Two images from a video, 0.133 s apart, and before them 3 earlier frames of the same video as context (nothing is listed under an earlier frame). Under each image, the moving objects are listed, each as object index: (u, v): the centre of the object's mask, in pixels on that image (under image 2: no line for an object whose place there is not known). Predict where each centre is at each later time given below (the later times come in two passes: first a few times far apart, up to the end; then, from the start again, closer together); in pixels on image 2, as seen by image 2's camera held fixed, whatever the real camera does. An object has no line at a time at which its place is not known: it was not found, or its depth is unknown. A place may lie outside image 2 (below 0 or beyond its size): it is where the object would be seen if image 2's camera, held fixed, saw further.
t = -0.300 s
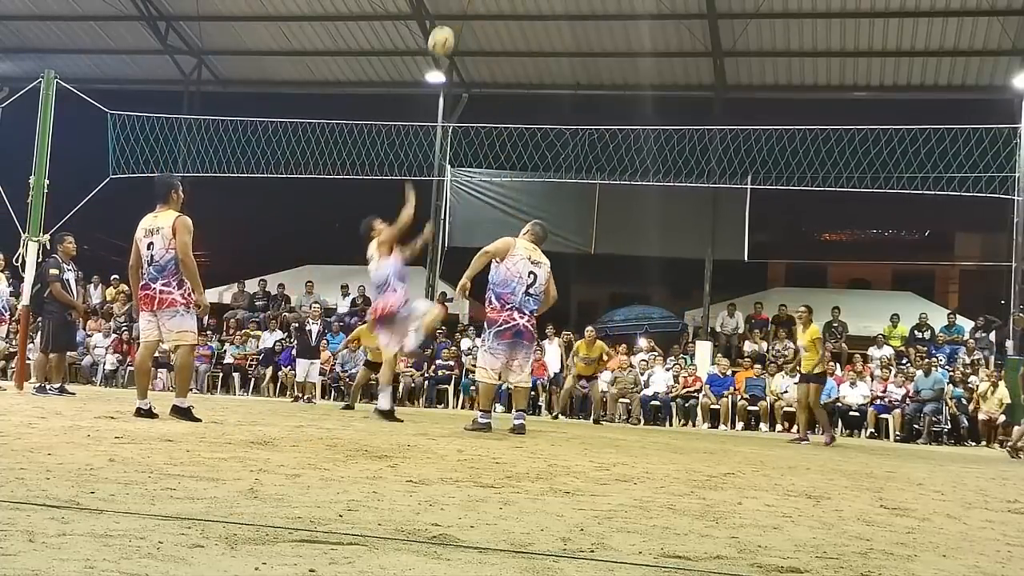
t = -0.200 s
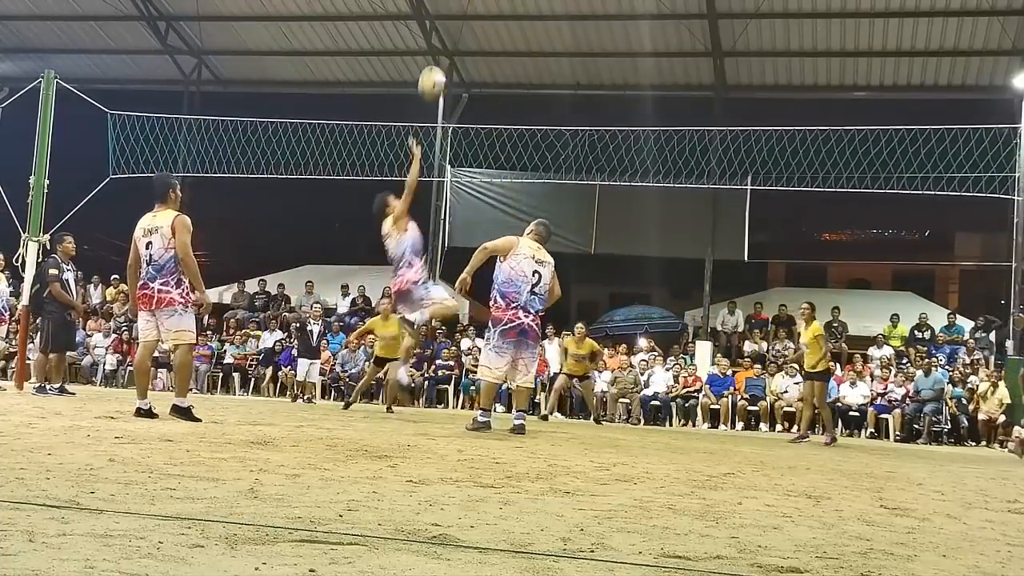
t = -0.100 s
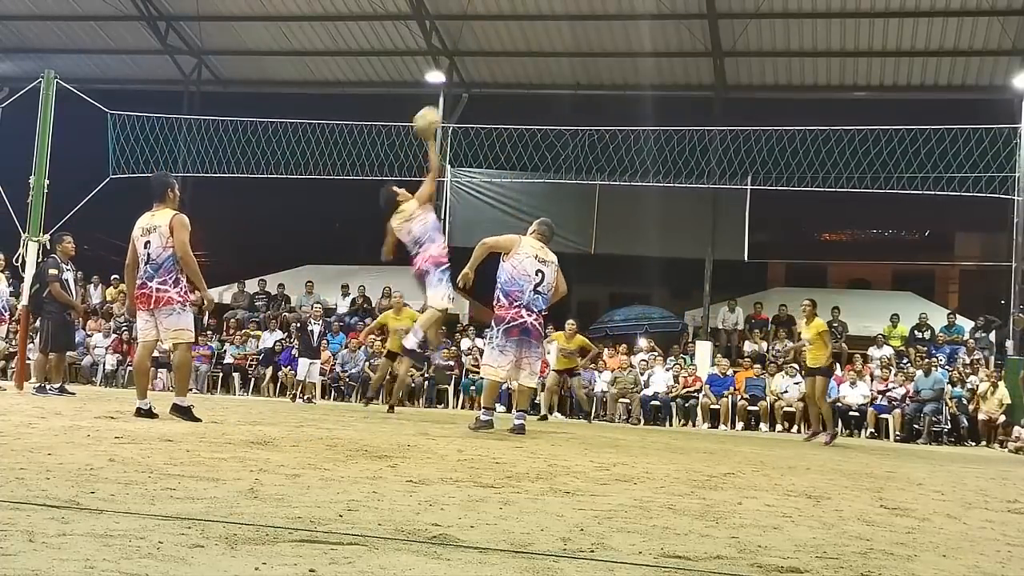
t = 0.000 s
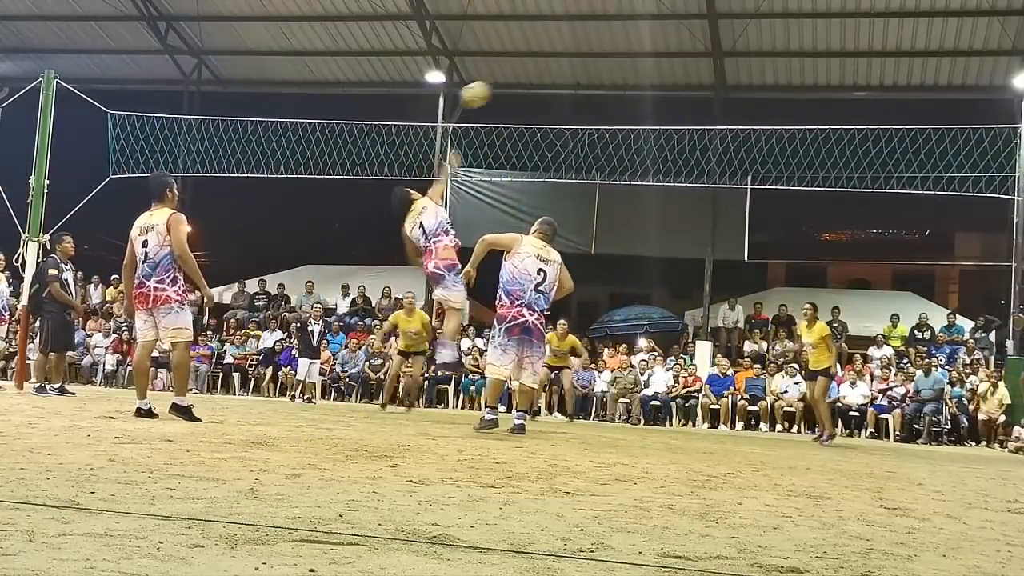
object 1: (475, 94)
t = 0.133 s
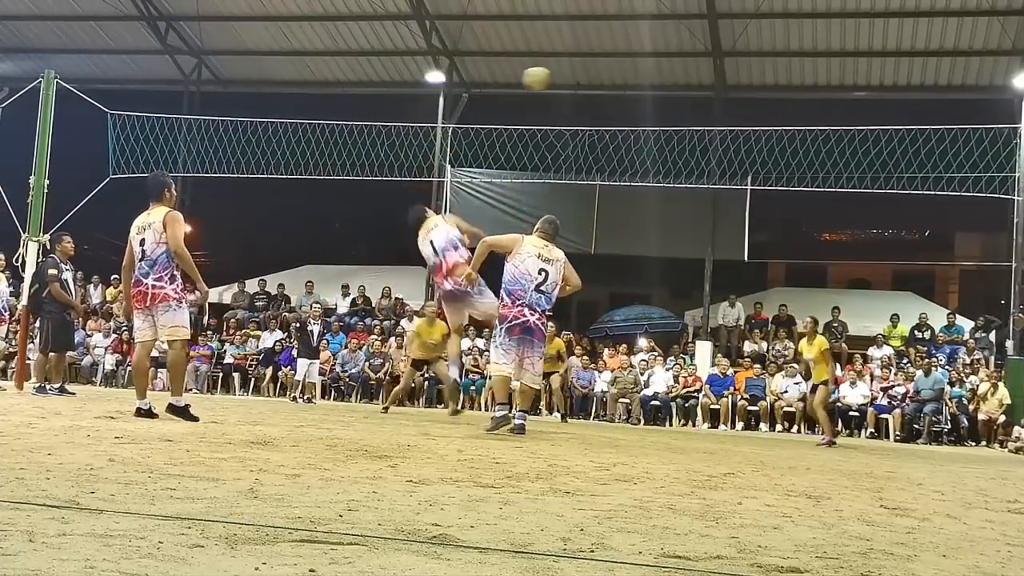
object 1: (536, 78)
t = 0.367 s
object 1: (620, 92)
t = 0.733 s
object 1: (713, 191)
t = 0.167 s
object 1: (549, 78)
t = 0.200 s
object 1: (562, 78)
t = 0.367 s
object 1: (620, 92)
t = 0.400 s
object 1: (630, 97)
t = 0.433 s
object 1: (640, 103)
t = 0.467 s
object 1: (649, 111)
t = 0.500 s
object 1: (657, 116)
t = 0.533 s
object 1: (666, 126)
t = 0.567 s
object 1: (675, 134)
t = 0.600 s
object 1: (682, 143)
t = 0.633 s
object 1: (690, 154)
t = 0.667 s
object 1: (698, 166)
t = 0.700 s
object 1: (704, 175)
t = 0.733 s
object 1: (713, 191)
